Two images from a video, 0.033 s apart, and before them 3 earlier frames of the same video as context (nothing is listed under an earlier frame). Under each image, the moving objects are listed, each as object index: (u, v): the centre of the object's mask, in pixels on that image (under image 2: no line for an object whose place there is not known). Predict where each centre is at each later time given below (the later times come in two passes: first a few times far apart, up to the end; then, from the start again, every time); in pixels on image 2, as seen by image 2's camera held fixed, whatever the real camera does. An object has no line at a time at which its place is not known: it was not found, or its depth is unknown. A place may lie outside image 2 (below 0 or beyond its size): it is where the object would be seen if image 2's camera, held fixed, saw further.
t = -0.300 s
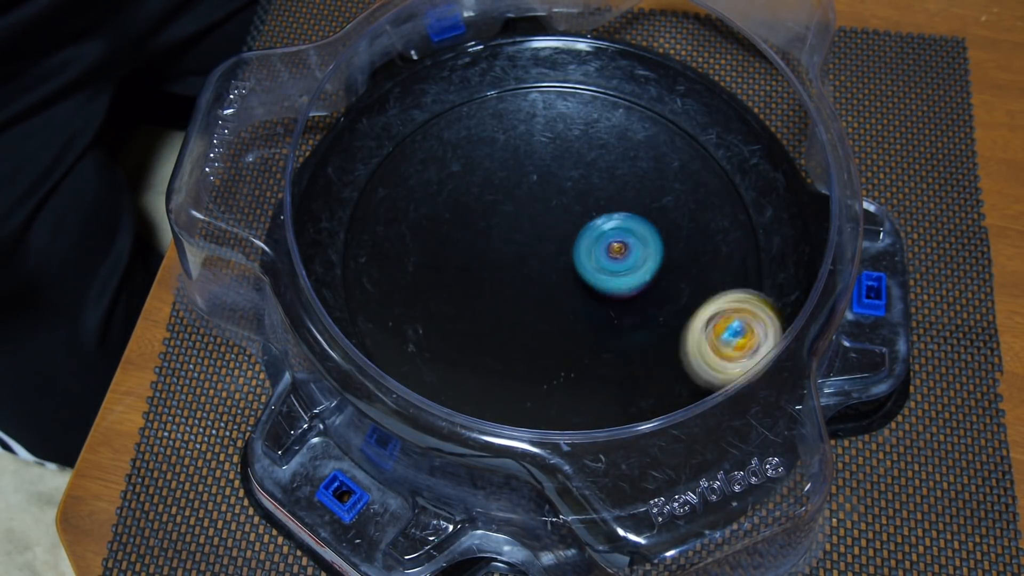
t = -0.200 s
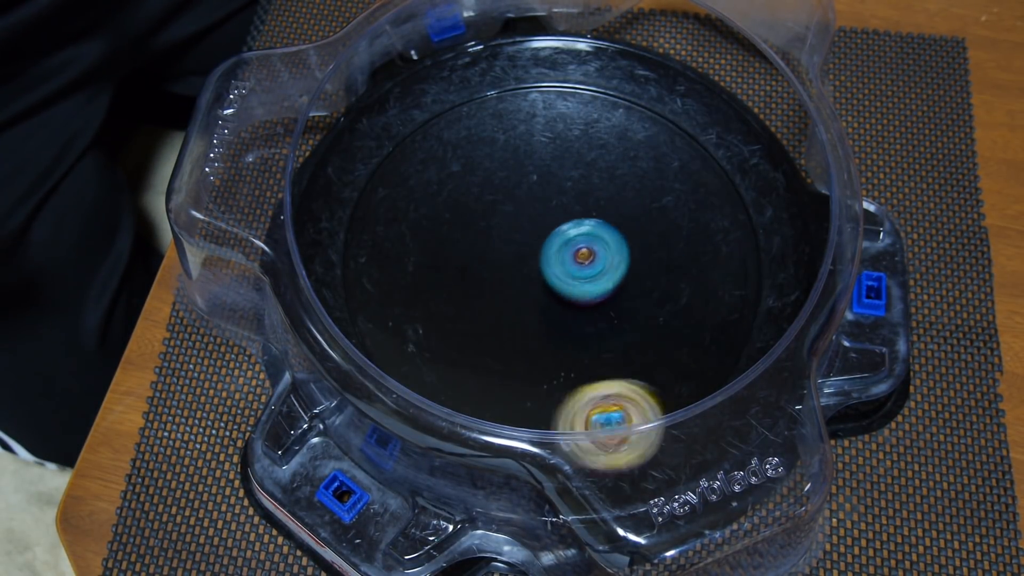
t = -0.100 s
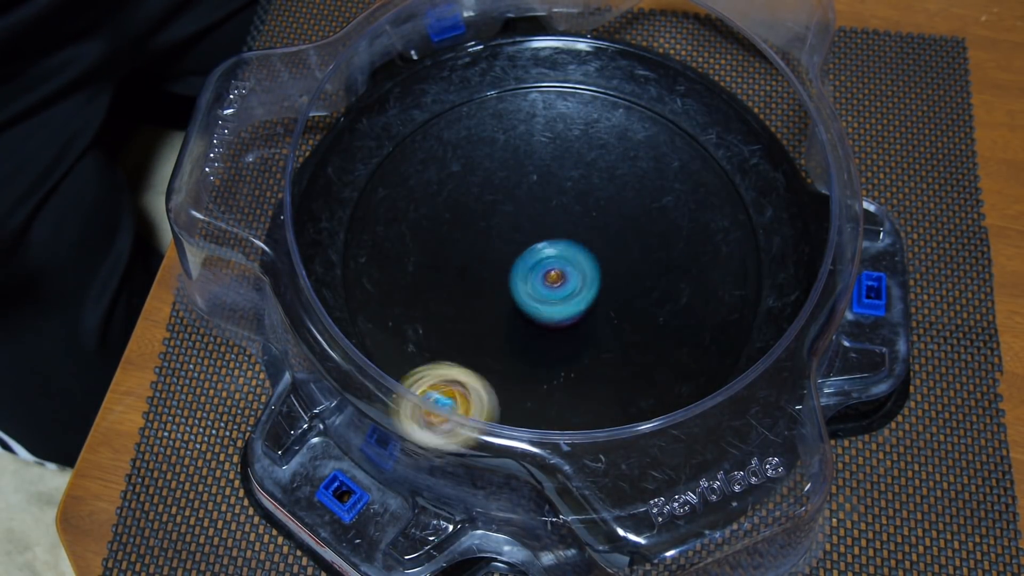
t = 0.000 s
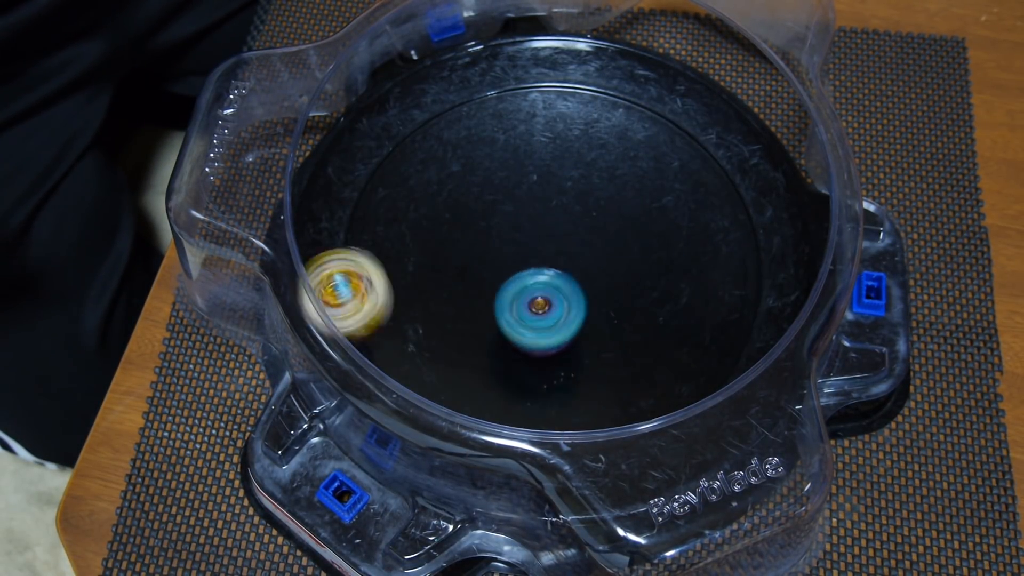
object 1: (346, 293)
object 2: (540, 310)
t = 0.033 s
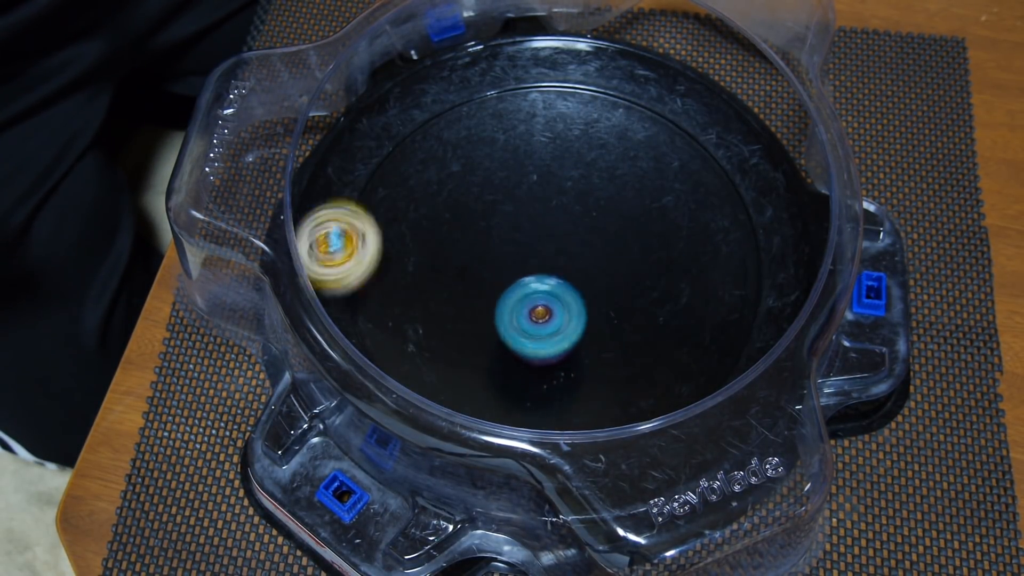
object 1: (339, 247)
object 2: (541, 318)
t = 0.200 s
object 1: (486, 76)
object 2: (567, 325)
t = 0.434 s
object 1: (752, 235)
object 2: (587, 271)
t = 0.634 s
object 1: (611, 409)
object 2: (532, 225)
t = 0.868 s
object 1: (392, 300)
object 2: (473, 250)
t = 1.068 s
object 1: (397, 129)
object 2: (536, 280)
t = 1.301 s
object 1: (635, 93)
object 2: (582, 228)
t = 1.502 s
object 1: (754, 282)
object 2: (554, 204)
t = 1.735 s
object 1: (581, 421)
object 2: (528, 232)
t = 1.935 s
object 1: (410, 362)
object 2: (576, 238)
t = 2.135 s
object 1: (412, 229)
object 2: (595, 236)
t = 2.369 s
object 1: (559, 161)
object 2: (576, 245)
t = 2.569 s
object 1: (680, 180)
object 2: (568, 266)
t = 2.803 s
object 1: (703, 292)
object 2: (570, 255)
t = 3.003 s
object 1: (576, 331)
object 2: (577, 249)
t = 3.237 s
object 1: (436, 279)
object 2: (547, 218)
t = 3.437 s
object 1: (439, 171)
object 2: (527, 239)
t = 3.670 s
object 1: (581, 146)
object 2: (532, 256)
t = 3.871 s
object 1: (669, 237)
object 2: (537, 250)
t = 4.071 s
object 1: (643, 349)
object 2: (548, 237)
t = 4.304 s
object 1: (500, 367)
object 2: (560, 233)
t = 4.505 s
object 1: (447, 261)
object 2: (565, 236)
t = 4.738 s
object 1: (534, 158)
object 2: (570, 241)
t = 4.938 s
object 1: (649, 161)
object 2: (571, 249)
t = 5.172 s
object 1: (696, 270)
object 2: (567, 254)
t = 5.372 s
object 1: (589, 340)
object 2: (564, 255)
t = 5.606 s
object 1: (456, 282)
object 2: (560, 254)
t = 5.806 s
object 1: (446, 183)
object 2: (557, 250)
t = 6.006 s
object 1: (542, 137)
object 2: (555, 248)
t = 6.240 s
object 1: (650, 218)
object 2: (557, 247)
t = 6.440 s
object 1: (639, 323)
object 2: (560, 245)
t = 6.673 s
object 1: (516, 364)
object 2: (564, 247)
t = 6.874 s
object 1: (451, 277)
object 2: (565, 248)
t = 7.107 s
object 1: (520, 176)
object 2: (563, 251)
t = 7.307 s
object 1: (626, 168)
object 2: (561, 251)
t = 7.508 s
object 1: (688, 242)
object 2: (558, 251)
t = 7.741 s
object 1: (601, 331)
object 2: (554, 248)
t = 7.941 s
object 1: (480, 326)
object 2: (566, 219)
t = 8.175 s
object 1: (411, 264)
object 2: (576, 198)
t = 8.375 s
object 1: (465, 195)
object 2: (580, 219)
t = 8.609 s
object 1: (557, 167)
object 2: (648, 291)
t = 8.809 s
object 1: (629, 219)
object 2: (671, 295)
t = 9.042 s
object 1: (588, 226)
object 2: (633, 326)
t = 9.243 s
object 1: (539, 192)
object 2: (560, 293)
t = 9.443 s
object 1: (555, 188)
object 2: (495, 251)
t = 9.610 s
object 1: (581, 232)
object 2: (454, 232)
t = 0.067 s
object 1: (345, 200)
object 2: (544, 325)
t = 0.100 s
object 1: (366, 155)
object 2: (549, 329)
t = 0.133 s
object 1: (397, 120)
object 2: (554, 330)
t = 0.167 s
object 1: (440, 93)
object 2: (561, 328)
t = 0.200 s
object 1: (486, 76)
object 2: (567, 325)
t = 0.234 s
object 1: (537, 70)
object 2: (574, 319)
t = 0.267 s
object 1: (591, 76)
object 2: (580, 312)
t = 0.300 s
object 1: (639, 93)
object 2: (586, 306)
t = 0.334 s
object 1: (683, 117)
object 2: (591, 299)
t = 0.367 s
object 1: (717, 154)
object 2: (592, 290)
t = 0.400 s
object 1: (740, 193)
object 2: (591, 281)
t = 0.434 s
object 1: (752, 235)
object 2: (587, 271)
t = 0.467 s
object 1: (752, 276)
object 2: (582, 260)
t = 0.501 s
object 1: (742, 312)
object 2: (574, 250)
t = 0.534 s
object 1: (723, 343)
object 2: (565, 241)
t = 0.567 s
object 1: (690, 369)
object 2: (555, 234)
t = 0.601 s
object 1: (655, 397)
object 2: (544, 228)
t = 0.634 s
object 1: (611, 409)
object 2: (532, 225)
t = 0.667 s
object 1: (570, 403)
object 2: (519, 223)
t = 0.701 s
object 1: (528, 399)
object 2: (506, 223)
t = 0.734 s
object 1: (492, 390)
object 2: (492, 225)
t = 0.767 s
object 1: (459, 374)
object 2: (480, 229)
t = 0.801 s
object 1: (430, 355)
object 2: (473, 236)
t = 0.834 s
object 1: (409, 329)
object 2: (471, 243)
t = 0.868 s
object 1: (392, 300)
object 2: (473, 250)
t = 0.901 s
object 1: (380, 271)
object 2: (479, 258)
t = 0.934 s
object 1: (375, 241)
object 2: (488, 264)
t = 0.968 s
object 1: (372, 211)
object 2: (499, 270)
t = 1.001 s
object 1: (374, 182)
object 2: (511, 275)
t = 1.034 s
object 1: (383, 155)
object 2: (524, 278)
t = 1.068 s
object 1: (397, 129)
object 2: (536, 280)
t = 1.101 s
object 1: (421, 111)
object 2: (546, 280)
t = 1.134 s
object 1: (450, 98)
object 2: (555, 276)
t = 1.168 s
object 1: (484, 84)
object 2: (563, 269)
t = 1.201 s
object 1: (519, 74)
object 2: (570, 259)
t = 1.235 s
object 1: (557, 74)
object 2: (576, 249)
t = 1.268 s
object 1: (596, 80)
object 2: (580, 237)
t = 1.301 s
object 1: (635, 93)
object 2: (582, 228)
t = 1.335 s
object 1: (671, 115)
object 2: (580, 217)
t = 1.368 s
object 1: (704, 143)
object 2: (576, 209)
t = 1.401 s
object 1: (728, 176)
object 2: (572, 204)
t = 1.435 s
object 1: (745, 213)
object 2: (566, 202)
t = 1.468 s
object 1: (755, 248)
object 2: (560, 202)
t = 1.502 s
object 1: (754, 282)
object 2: (554, 204)
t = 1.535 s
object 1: (743, 314)
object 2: (548, 209)
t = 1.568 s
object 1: (725, 344)
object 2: (543, 214)
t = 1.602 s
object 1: (703, 369)
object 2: (540, 219)
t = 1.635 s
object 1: (679, 392)
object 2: (535, 224)
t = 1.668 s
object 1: (650, 409)
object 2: (532, 229)
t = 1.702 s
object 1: (616, 418)
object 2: (529, 231)
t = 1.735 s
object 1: (581, 421)
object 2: (528, 232)
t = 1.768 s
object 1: (548, 423)
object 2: (531, 233)
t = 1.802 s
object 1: (514, 418)
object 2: (537, 235)
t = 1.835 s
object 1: (482, 410)
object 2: (546, 237)
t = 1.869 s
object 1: (454, 398)
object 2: (558, 238)
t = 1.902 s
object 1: (431, 382)
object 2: (568, 239)
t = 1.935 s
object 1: (410, 362)
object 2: (576, 238)
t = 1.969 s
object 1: (398, 338)
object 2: (583, 238)
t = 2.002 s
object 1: (387, 316)
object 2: (589, 238)
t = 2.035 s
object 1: (387, 293)
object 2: (593, 237)
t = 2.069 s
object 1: (390, 270)
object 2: (595, 237)
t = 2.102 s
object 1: (400, 249)
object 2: (596, 236)
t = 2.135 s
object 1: (412, 229)
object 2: (595, 236)
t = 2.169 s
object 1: (429, 212)
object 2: (594, 236)
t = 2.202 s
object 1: (448, 197)
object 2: (591, 236)
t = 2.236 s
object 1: (469, 186)
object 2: (589, 237)
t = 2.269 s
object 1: (492, 177)
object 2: (585, 237)
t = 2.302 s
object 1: (516, 171)
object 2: (581, 237)
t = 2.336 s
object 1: (538, 167)
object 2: (577, 237)
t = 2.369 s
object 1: (559, 161)
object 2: (576, 245)
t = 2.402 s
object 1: (580, 157)
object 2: (575, 252)
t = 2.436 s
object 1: (601, 156)
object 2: (573, 258)
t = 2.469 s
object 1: (622, 158)
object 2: (572, 262)
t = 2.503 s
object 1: (642, 162)
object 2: (571, 265)
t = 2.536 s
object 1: (662, 170)
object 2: (570, 266)
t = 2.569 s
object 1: (680, 180)
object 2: (568, 266)
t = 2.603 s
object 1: (695, 192)
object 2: (568, 265)
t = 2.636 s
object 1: (708, 204)
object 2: (567, 264)
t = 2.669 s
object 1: (716, 220)
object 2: (568, 262)
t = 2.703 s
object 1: (721, 237)
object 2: (568, 260)
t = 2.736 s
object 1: (720, 256)
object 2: (568, 258)
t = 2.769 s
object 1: (715, 274)
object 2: (569, 256)
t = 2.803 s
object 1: (703, 292)
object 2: (570, 255)
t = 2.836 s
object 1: (687, 307)
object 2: (571, 253)
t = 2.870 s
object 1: (668, 319)
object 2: (572, 252)
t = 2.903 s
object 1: (645, 328)
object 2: (573, 251)
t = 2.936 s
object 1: (622, 332)
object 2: (575, 251)
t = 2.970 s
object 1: (598, 333)
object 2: (575, 250)
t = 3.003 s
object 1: (576, 331)
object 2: (577, 249)
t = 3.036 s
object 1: (553, 335)
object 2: (576, 240)
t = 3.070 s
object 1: (529, 335)
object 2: (575, 229)
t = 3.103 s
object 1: (506, 330)
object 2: (572, 222)
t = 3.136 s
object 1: (484, 321)
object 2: (567, 217)
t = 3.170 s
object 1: (465, 310)
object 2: (560, 215)
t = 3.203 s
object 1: (449, 295)
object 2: (553, 215)
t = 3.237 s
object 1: (436, 279)
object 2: (547, 218)
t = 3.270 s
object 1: (427, 261)
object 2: (541, 220)
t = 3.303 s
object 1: (420, 242)
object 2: (536, 224)
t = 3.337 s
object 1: (419, 223)
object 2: (532, 228)
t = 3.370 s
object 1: (421, 204)
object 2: (530, 231)
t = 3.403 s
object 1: (428, 187)
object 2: (527, 235)
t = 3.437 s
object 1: (439, 171)
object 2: (527, 239)
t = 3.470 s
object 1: (454, 157)
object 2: (526, 242)
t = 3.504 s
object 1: (471, 147)
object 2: (527, 245)
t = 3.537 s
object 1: (491, 139)
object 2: (528, 248)
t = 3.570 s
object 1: (513, 135)
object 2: (529, 251)
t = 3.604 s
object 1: (536, 135)
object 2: (531, 253)
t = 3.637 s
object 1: (559, 139)
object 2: (531, 255)
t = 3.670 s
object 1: (581, 146)
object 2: (532, 256)
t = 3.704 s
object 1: (601, 156)
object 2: (533, 256)
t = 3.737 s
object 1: (620, 168)
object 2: (533, 256)
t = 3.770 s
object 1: (637, 183)
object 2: (534, 255)
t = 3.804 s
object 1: (650, 200)
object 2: (535, 253)
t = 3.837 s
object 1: (662, 218)
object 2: (536, 251)
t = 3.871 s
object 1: (669, 237)
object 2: (537, 250)
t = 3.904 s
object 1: (673, 256)
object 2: (538, 247)
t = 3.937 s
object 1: (674, 276)
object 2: (540, 245)
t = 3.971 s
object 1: (672, 296)
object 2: (542, 243)
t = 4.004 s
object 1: (666, 315)
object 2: (544, 241)
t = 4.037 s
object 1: (656, 333)
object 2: (546, 239)
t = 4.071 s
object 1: (643, 349)
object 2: (548, 237)
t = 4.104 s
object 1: (628, 361)
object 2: (550, 236)
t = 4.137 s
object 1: (610, 371)
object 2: (552, 235)
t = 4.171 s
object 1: (589, 379)
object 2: (554, 234)
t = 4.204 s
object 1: (566, 382)
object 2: (556, 234)
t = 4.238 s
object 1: (544, 382)
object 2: (557, 233)
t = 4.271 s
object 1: (522, 377)
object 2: (559, 233)
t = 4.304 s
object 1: (500, 367)
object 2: (560, 233)
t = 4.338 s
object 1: (482, 354)
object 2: (561, 233)
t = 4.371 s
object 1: (469, 339)
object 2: (562, 234)
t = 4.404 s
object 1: (457, 320)
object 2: (562, 234)
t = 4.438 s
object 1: (450, 301)
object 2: (564, 234)
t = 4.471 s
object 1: (447, 280)
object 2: (564, 235)
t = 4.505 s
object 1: (447, 261)
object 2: (565, 236)
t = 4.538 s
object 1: (452, 241)
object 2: (566, 236)
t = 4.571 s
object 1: (460, 223)
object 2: (567, 237)
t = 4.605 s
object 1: (470, 206)
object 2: (567, 238)
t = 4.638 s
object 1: (483, 191)
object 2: (569, 238)
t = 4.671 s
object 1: (499, 177)
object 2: (569, 240)
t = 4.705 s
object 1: (515, 166)
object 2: (569, 240)
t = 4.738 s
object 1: (534, 158)
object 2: (570, 241)
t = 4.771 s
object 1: (553, 152)
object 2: (570, 243)
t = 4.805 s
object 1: (573, 148)
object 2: (571, 244)
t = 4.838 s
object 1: (593, 147)
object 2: (571, 245)
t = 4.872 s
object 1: (613, 149)
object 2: (571, 246)
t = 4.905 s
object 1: (632, 154)
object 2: (571, 247)
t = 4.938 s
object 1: (649, 161)
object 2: (571, 249)
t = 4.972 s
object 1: (665, 170)
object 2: (570, 250)
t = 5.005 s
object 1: (679, 183)
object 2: (570, 251)
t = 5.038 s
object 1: (691, 197)
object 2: (569, 252)
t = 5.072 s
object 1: (699, 213)
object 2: (569, 252)
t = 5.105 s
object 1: (702, 232)
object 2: (568, 253)
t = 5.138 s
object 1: (702, 252)
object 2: (568, 254)
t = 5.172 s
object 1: (696, 270)
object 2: (567, 254)
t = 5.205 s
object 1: (686, 289)
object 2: (566, 254)
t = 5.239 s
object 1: (672, 306)
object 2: (566, 255)
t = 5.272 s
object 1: (654, 319)
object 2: (565, 255)
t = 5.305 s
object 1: (634, 330)
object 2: (565, 255)
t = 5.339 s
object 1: (612, 337)
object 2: (565, 255)
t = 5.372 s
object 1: (589, 340)
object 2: (564, 255)
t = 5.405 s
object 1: (565, 341)
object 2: (563, 255)
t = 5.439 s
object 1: (543, 338)
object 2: (563, 254)
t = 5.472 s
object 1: (522, 331)
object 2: (563, 254)
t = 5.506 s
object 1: (501, 322)
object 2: (562, 255)
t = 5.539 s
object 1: (484, 311)
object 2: (561, 254)
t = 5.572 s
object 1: (469, 298)
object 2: (561, 254)
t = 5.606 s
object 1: (456, 282)
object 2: (560, 254)
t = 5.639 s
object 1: (446, 267)
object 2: (559, 253)
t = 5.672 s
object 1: (439, 250)
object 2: (559, 253)
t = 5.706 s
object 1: (437, 232)
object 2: (559, 252)
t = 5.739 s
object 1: (436, 215)
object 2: (558, 252)
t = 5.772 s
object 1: (439, 199)
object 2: (557, 251)
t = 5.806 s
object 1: (446, 183)
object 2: (557, 250)
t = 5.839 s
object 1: (456, 168)
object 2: (557, 250)
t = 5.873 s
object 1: (469, 156)
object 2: (556, 249)
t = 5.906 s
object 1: (484, 147)
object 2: (556, 249)
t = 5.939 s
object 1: (503, 141)
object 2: (555, 248)
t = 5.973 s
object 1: (522, 137)
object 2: (555, 248)
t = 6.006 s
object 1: (542, 137)
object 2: (555, 248)
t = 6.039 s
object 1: (562, 141)
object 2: (555, 247)
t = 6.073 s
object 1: (582, 148)
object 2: (555, 248)
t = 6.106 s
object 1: (600, 158)
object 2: (555, 248)
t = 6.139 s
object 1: (616, 170)
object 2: (555, 247)
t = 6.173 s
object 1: (631, 185)
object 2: (556, 247)
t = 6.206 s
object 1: (642, 200)
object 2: (556, 247)
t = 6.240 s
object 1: (650, 218)
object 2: (557, 247)
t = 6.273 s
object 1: (656, 236)
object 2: (557, 247)
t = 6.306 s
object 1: (659, 254)
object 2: (558, 246)
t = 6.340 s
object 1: (658, 273)
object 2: (559, 247)
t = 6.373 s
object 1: (655, 290)
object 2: (559, 247)
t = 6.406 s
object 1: (648, 309)
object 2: (559, 246)
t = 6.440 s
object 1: (639, 323)
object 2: (560, 245)
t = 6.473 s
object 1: (626, 339)
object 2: (561, 246)
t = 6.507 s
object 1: (612, 350)
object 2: (561, 246)
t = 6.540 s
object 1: (595, 360)
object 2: (561, 246)
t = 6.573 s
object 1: (576, 365)
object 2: (562, 246)
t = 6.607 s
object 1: (556, 369)
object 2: (563, 246)
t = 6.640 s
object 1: (536, 368)
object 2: (563, 246)
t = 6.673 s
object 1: (516, 364)
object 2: (564, 247)
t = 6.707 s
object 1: (498, 355)
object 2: (564, 246)
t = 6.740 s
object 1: (481, 344)
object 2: (565, 246)
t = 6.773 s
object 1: (469, 329)
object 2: (565, 247)
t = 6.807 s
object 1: (459, 313)
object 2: (565, 248)
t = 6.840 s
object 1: (455, 295)
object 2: (565, 248)
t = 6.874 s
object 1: (451, 277)
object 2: (565, 248)
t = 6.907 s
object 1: (453, 259)
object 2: (565, 248)
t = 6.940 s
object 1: (457, 241)
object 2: (565, 249)
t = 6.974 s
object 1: (466, 225)
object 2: (564, 249)
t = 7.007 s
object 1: (476, 209)
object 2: (564, 249)
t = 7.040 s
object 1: (489, 196)
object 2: (564, 249)
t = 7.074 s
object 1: (504, 186)
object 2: (564, 250)
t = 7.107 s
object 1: (520, 176)
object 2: (563, 251)
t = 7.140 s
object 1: (538, 169)
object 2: (563, 251)
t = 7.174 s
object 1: (555, 165)
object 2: (562, 251)
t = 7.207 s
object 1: (573, 162)
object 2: (562, 251)
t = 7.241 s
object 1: (591, 162)
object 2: (562, 251)
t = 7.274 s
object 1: (610, 164)
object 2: (562, 251)
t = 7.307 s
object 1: (626, 168)
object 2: (561, 251)
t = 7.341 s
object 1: (642, 175)
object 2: (560, 251)
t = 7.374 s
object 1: (656, 184)
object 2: (560, 251)
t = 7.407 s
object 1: (669, 196)
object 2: (560, 251)
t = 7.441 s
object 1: (679, 209)
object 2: (559, 251)
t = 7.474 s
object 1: (686, 224)
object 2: (558, 251)
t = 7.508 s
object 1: (688, 242)
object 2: (558, 251)
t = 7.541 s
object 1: (687, 258)
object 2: (557, 251)
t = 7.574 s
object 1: (681, 276)
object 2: (556, 250)
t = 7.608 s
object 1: (672, 291)
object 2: (556, 250)
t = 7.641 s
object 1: (656, 306)
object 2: (556, 250)
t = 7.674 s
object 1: (640, 318)
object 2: (555, 249)
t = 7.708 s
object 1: (621, 325)
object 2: (554, 249)
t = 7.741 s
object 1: (601, 331)
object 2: (554, 248)
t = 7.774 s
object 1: (581, 331)
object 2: (554, 247)
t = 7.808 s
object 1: (559, 330)
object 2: (554, 246)
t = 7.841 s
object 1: (540, 327)
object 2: (554, 246)
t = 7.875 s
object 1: (521, 322)
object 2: (555, 245)
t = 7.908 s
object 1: (498, 326)
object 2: (561, 231)
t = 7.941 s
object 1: (480, 326)
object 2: (566, 219)
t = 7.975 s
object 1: (464, 322)
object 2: (570, 210)
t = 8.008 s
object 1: (452, 317)
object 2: (573, 203)
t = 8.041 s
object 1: (441, 309)
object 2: (575, 199)
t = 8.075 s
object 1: (430, 298)
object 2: (576, 197)
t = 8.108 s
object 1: (422, 289)
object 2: (576, 196)
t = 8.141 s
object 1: (416, 277)
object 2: (576, 197)
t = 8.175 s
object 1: (411, 264)
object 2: (576, 198)
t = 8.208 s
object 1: (411, 251)
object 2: (577, 200)
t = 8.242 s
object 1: (415, 237)
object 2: (577, 203)
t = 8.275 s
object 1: (422, 224)
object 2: (578, 206)
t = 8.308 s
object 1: (433, 213)
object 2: (579, 210)
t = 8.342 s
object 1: (448, 203)
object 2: (580, 214)
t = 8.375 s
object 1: (465, 195)
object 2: (580, 219)
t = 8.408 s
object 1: (485, 190)
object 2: (580, 224)
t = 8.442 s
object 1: (506, 187)
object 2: (581, 230)
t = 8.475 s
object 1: (512, 178)
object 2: (598, 247)
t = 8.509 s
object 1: (519, 171)
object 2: (614, 263)
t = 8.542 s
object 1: (530, 168)
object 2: (628, 274)
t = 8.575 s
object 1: (543, 166)
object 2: (639, 284)
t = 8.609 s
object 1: (557, 167)
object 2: (648, 291)
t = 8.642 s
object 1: (571, 171)
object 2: (657, 296)
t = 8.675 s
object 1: (587, 177)
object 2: (664, 299)
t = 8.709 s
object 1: (600, 184)
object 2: (668, 300)
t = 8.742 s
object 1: (611, 194)
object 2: (670, 299)
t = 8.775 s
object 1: (621, 206)
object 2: (671, 297)
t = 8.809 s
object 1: (629, 219)
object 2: (671, 295)
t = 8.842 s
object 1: (630, 224)
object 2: (672, 298)
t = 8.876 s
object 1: (627, 223)
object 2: (673, 307)
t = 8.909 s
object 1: (624, 223)
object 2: (669, 315)
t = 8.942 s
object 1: (618, 225)
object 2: (662, 321)
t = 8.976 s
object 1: (610, 227)
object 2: (654, 325)
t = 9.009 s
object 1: (600, 228)
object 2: (644, 327)
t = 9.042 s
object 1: (588, 226)
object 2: (633, 326)
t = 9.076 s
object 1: (575, 223)
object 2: (622, 323)
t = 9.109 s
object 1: (563, 219)
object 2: (611, 318)
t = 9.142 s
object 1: (554, 213)
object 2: (599, 313)
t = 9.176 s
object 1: (546, 207)
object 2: (587, 306)
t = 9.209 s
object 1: (541, 199)
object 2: (573, 300)
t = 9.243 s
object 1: (539, 192)
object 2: (560, 293)
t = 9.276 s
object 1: (540, 185)
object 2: (548, 285)
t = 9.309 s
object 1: (541, 181)
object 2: (536, 278)
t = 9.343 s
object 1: (544, 179)
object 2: (524, 271)
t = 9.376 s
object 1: (547, 179)
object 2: (513, 264)
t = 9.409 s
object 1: (551, 182)
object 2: (504, 257)
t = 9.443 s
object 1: (555, 188)
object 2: (495, 251)
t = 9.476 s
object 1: (558, 195)
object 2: (487, 245)
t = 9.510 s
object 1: (559, 204)
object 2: (482, 239)
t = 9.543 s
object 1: (562, 214)
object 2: (475, 235)
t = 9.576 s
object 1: (572, 222)
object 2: (463, 233)
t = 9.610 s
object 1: (581, 232)
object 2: (454, 232)
